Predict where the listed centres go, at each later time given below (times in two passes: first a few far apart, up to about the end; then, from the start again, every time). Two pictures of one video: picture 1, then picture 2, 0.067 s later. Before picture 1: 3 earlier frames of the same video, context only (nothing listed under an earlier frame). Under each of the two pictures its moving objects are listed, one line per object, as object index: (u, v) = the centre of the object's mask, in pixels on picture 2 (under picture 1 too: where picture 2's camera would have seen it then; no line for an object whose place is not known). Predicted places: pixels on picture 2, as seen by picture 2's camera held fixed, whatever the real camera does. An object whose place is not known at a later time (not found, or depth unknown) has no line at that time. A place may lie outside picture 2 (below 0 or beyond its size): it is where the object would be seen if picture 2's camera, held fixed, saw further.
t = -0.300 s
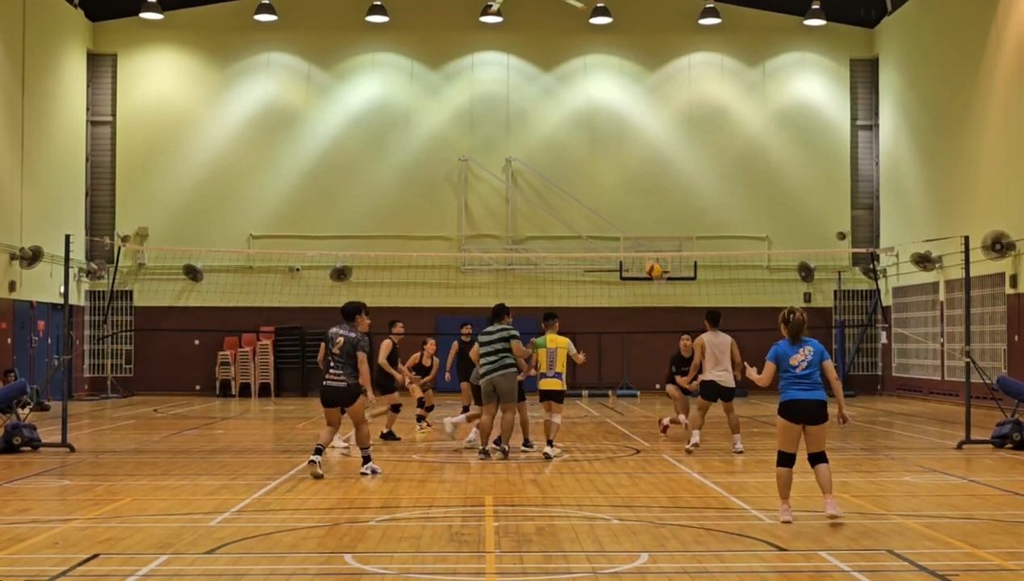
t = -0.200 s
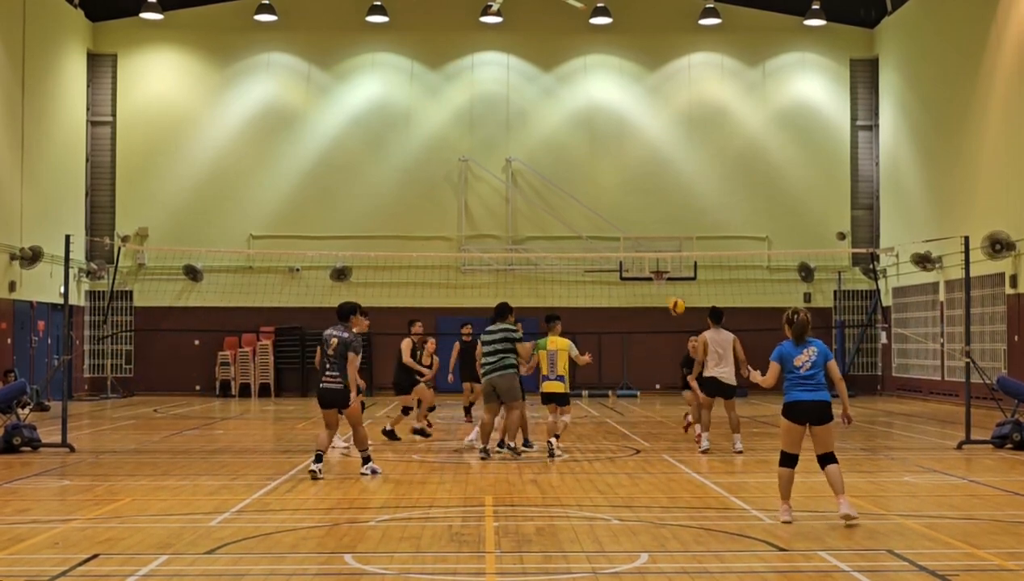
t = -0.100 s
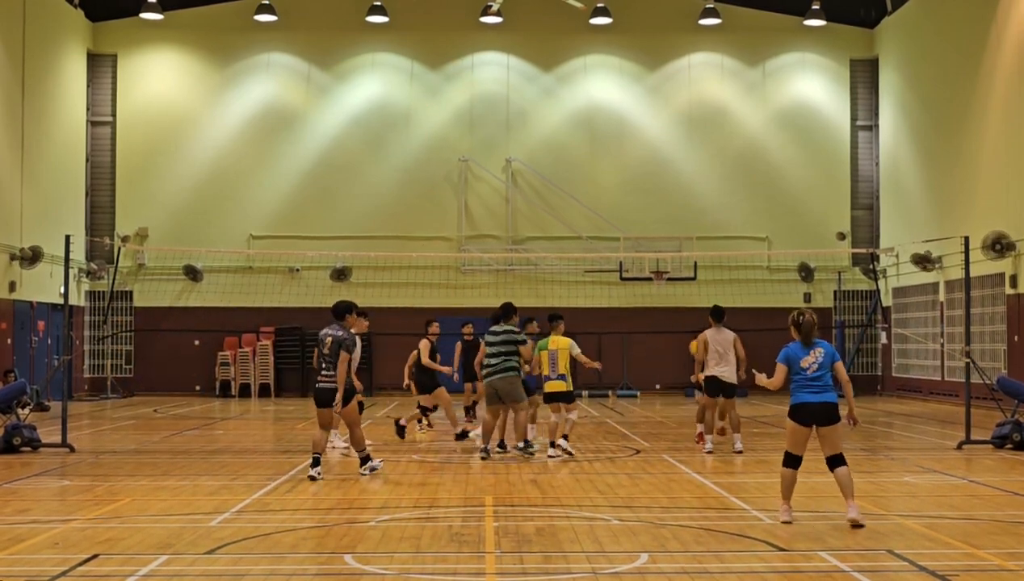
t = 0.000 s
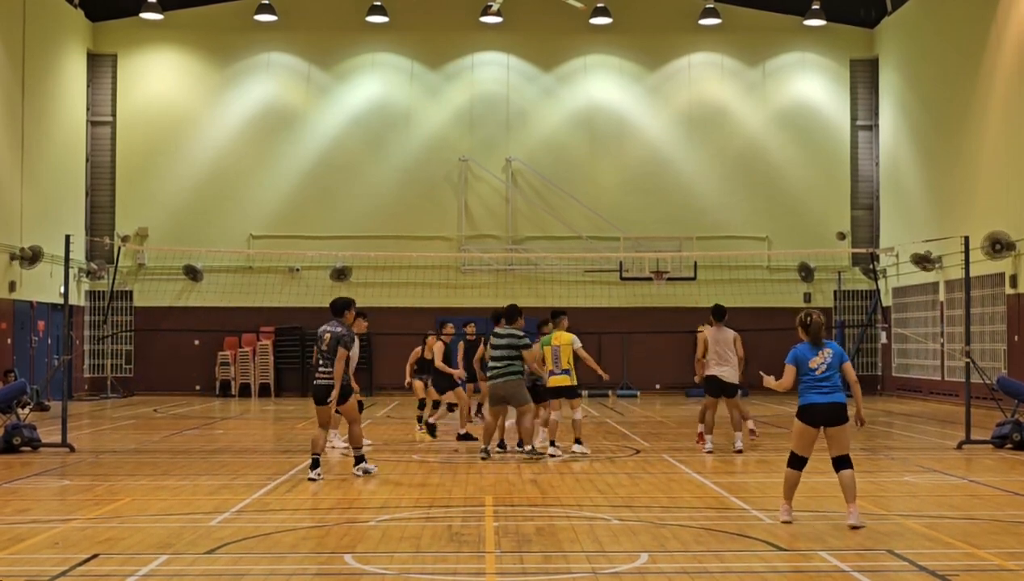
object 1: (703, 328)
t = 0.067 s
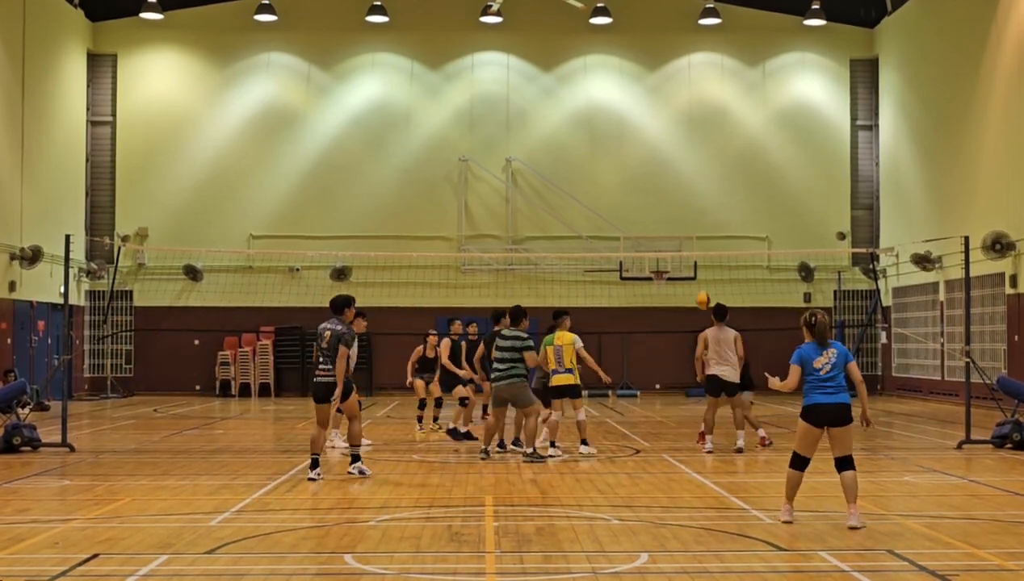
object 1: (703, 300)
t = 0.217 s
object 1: (699, 238)
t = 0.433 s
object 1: (695, 182)
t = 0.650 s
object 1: (691, 162)
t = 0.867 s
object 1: (688, 175)
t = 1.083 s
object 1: (685, 219)
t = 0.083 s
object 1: (702, 291)
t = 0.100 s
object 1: (703, 285)
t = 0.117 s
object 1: (702, 278)
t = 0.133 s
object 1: (702, 270)
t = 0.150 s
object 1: (702, 262)
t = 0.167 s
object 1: (701, 256)
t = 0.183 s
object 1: (701, 248)
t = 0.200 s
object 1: (700, 244)
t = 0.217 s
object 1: (699, 238)
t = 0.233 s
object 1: (699, 233)
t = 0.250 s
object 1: (698, 227)
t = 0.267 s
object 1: (698, 222)
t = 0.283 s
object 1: (698, 217)
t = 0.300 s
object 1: (698, 212)
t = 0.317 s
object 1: (697, 208)
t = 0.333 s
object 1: (697, 204)
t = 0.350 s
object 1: (696, 199)
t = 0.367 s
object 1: (696, 195)
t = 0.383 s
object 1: (695, 192)
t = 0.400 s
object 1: (695, 189)
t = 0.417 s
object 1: (695, 185)
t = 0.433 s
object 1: (695, 182)
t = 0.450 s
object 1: (694, 179)
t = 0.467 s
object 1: (694, 177)
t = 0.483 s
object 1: (694, 175)
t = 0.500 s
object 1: (694, 172)
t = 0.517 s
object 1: (693, 170)
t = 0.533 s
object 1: (693, 168)
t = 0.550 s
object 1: (693, 167)
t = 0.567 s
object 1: (692, 166)
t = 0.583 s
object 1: (692, 164)
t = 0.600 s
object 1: (692, 163)
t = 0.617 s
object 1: (692, 162)
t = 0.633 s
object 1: (692, 162)
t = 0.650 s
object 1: (691, 162)
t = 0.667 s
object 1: (691, 161)
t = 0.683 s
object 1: (691, 161)
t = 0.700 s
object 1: (691, 162)
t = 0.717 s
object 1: (691, 162)
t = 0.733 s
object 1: (690, 162)
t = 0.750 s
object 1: (690, 164)
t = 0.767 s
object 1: (690, 164)
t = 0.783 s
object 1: (689, 166)
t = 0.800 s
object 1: (689, 167)
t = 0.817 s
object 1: (689, 169)
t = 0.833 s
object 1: (689, 171)
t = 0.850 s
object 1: (688, 173)
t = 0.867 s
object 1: (688, 175)
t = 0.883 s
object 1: (688, 177)
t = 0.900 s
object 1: (688, 180)
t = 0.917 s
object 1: (688, 183)
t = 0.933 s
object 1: (688, 185)
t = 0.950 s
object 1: (687, 188)
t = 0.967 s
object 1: (687, 191)
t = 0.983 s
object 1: (687, 195)
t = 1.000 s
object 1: (687, 199)
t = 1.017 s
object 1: (687, 203)
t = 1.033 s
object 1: (686, 207)
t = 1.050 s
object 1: (686, 211)
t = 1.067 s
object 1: (685, 215)
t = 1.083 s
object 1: (685, 219)
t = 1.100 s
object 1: (685, 225)
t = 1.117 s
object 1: (685, 229)
